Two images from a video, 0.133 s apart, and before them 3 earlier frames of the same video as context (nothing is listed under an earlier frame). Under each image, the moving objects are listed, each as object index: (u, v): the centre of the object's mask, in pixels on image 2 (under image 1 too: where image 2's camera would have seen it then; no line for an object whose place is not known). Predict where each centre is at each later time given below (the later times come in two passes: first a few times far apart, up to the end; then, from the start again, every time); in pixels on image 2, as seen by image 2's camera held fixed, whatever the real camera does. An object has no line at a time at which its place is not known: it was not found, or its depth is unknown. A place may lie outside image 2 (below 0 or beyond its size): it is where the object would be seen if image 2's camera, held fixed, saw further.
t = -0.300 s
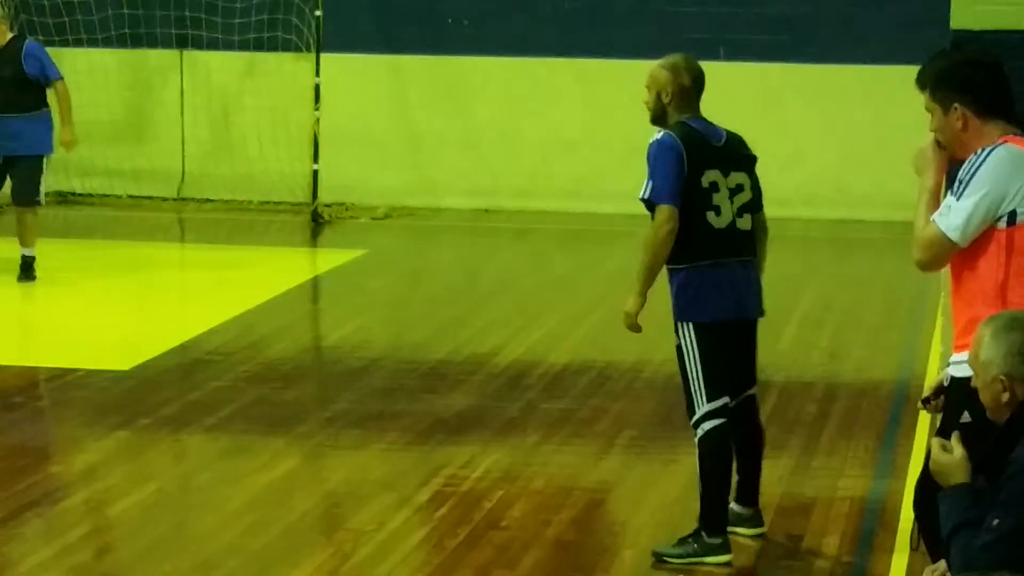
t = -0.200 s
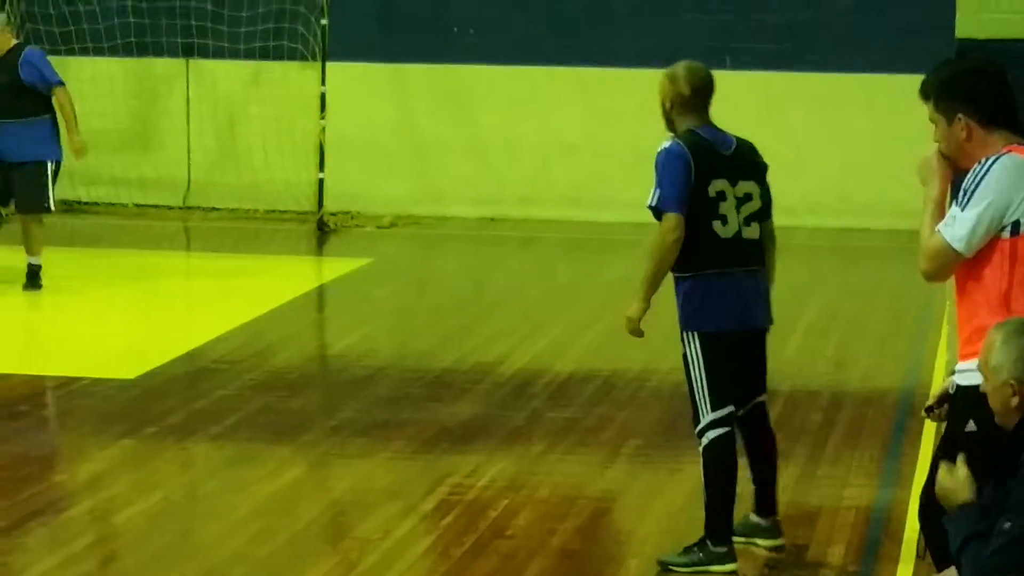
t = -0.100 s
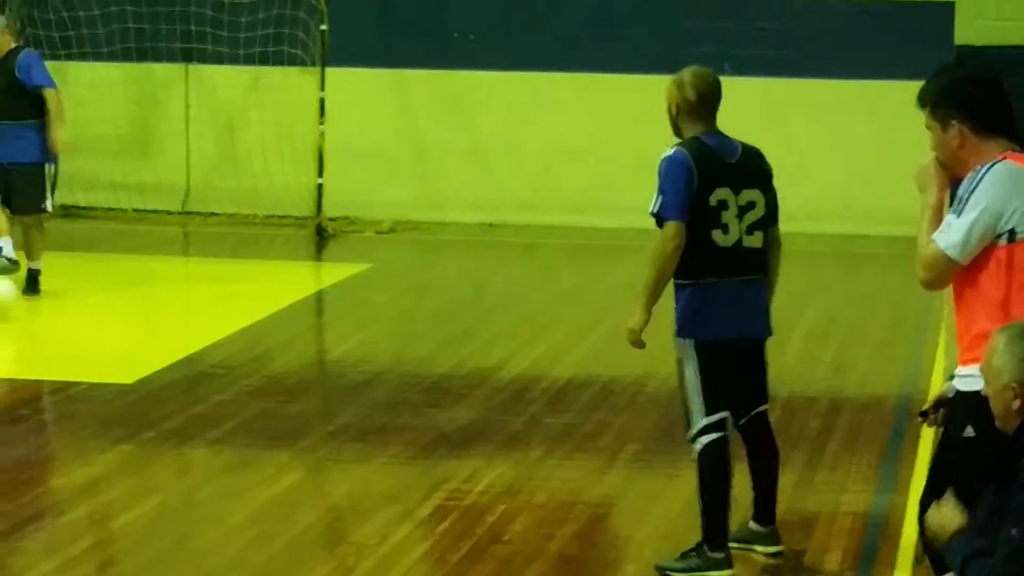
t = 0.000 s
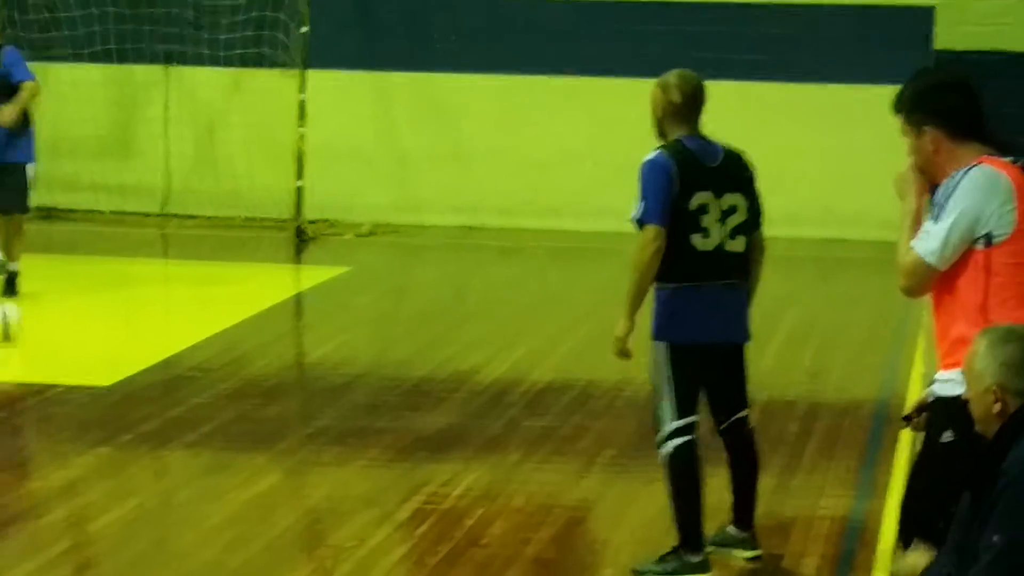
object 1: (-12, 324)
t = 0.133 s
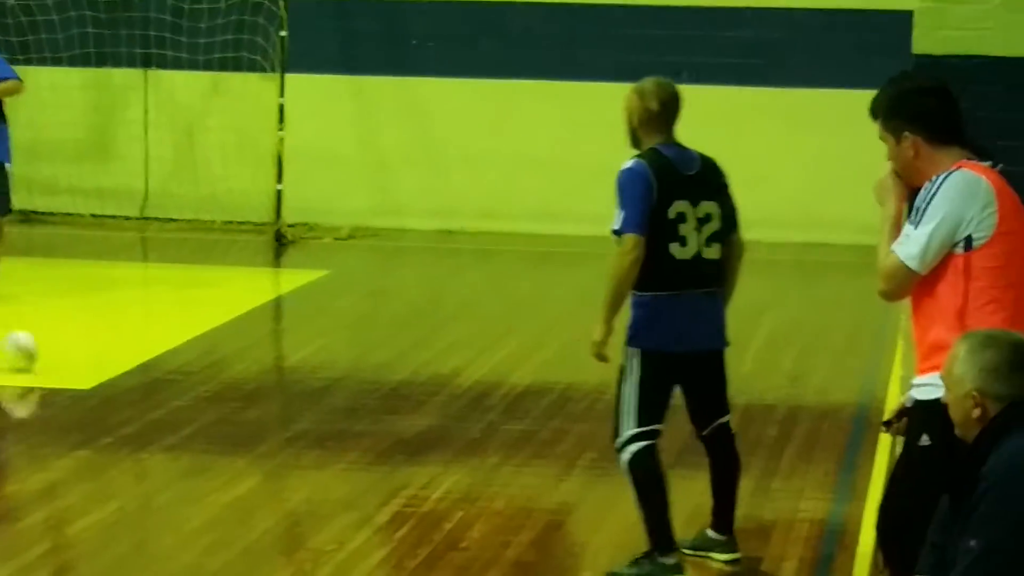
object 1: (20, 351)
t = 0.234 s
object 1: (45, 368)
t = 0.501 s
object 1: (115, 412)
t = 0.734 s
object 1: (181, 454)
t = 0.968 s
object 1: (256, 503)
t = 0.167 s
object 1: (29, 358)
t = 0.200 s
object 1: (37, 364)
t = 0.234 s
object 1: (45, 368)
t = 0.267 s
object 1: (54, 374)
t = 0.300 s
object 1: (63, 378)
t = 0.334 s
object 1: (72, 384)
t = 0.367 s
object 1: (81, 392)
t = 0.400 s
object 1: (89, 396)
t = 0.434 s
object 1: (99, 402)
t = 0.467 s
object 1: (107, 406)
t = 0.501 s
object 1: (115, 412)
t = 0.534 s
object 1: (123, 418)
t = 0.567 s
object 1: (132, 422)
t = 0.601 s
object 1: (141, 427)
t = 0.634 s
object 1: (150, 436)
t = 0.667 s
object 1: (160, 441)
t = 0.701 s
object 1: (170, 448)
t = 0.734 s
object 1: (181, 454)
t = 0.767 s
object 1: (191, 464)
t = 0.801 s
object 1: (201, 468)
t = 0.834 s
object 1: (212, 474)
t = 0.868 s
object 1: (223, 481)
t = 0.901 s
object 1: (234, 491)
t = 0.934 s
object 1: (244, 498)
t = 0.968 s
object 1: (256, 503)
